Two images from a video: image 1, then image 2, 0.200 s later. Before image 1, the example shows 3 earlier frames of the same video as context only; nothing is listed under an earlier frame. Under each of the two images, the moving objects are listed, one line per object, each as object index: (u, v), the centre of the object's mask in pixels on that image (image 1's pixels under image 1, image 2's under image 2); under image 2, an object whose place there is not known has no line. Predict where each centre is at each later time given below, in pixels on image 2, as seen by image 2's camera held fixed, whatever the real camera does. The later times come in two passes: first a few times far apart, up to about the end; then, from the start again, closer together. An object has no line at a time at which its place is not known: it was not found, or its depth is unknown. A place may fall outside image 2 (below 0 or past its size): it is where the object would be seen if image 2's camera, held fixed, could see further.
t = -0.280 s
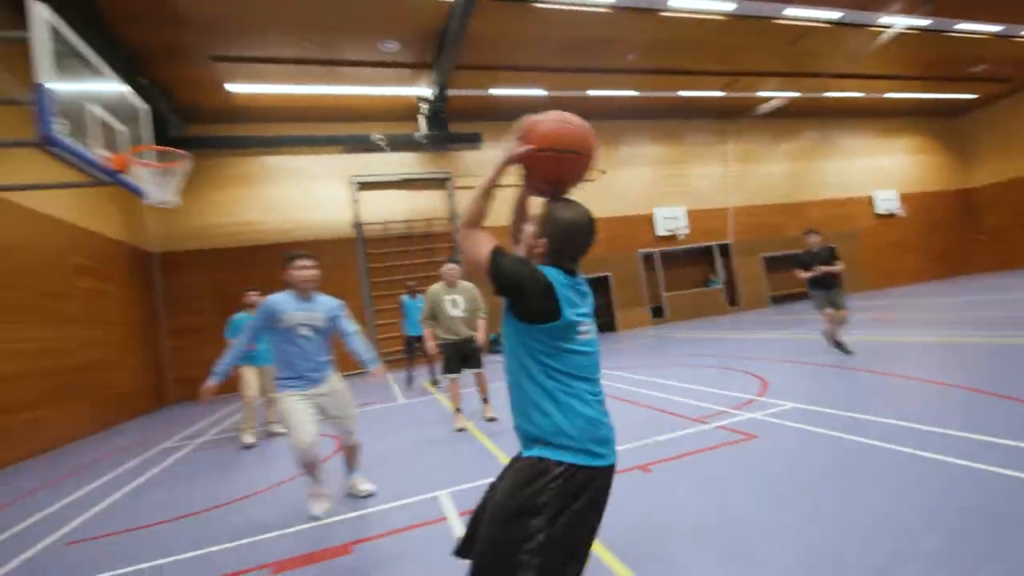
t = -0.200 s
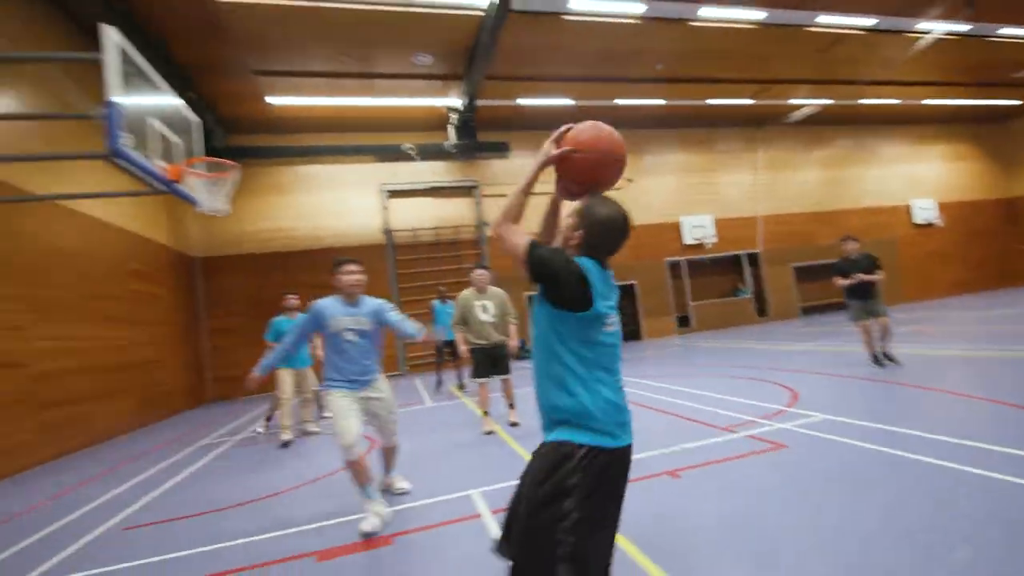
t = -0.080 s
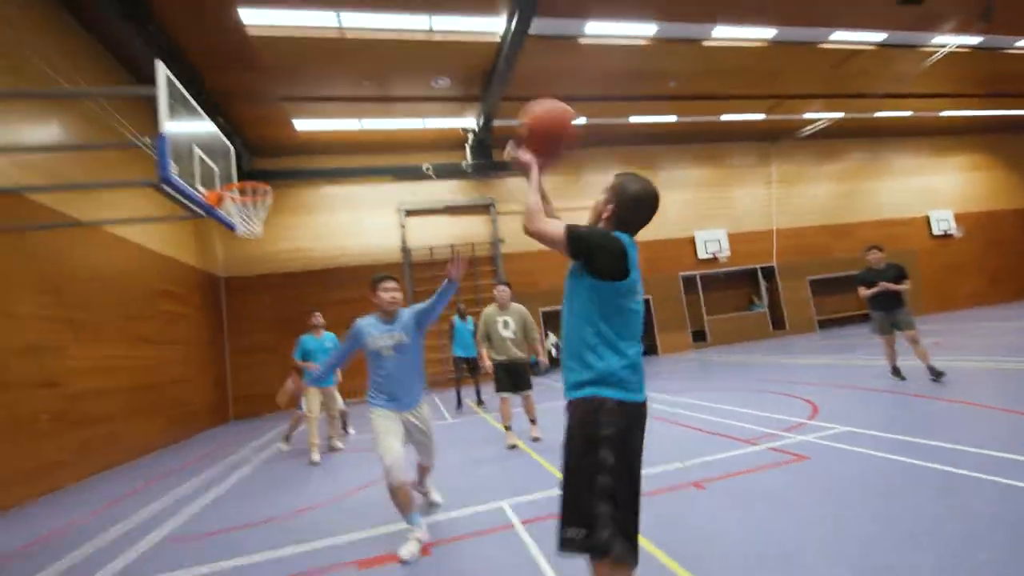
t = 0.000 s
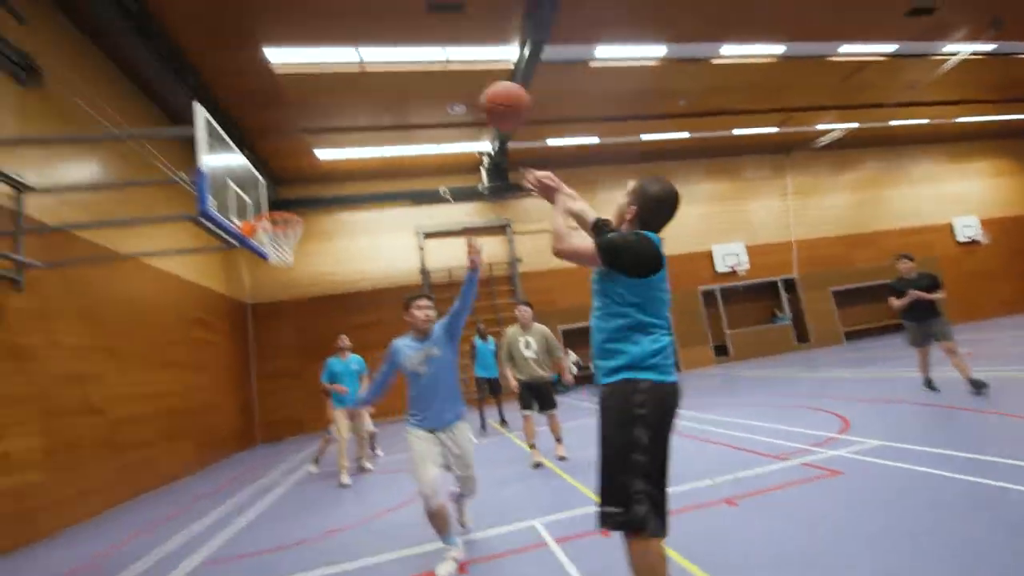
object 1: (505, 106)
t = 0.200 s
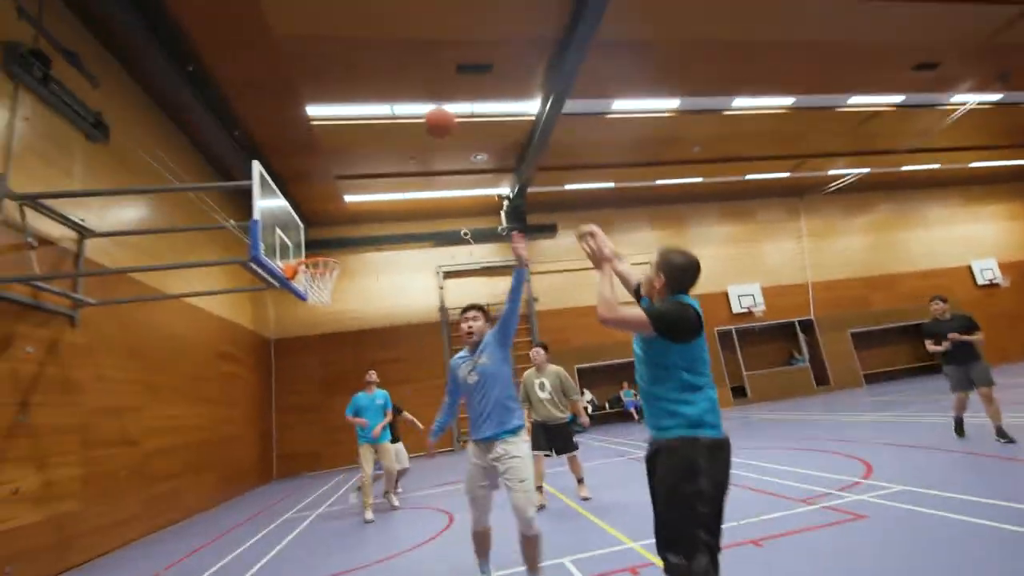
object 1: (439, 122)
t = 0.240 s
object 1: (427, 123)
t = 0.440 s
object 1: (376, 141)
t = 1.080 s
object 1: (338, 242)
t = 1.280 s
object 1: (370, 256)
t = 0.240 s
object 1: (427, 123)
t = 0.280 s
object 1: (415, 124)
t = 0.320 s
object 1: (404, 126)
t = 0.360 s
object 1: (394, 130)
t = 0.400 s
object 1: (385, 134)
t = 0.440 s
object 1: (376, 141)
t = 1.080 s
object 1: (338, 242)
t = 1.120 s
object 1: (345, 242)
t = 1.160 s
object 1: (351, 243)
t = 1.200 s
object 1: (357, 245)
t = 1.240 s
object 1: (364, 250)
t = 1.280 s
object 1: (370, 256)
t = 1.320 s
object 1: (377, 263)
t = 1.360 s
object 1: (384, 270)
